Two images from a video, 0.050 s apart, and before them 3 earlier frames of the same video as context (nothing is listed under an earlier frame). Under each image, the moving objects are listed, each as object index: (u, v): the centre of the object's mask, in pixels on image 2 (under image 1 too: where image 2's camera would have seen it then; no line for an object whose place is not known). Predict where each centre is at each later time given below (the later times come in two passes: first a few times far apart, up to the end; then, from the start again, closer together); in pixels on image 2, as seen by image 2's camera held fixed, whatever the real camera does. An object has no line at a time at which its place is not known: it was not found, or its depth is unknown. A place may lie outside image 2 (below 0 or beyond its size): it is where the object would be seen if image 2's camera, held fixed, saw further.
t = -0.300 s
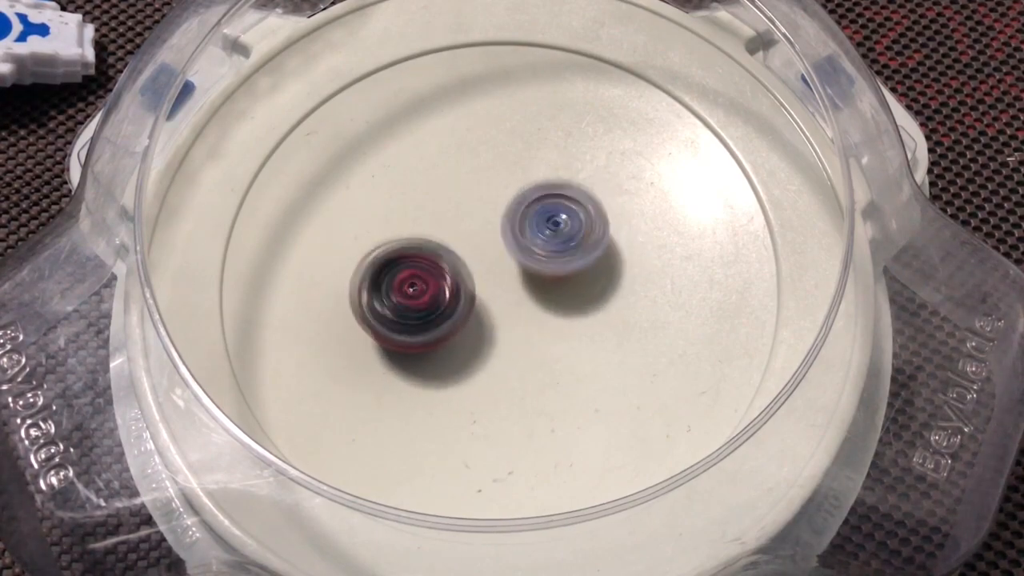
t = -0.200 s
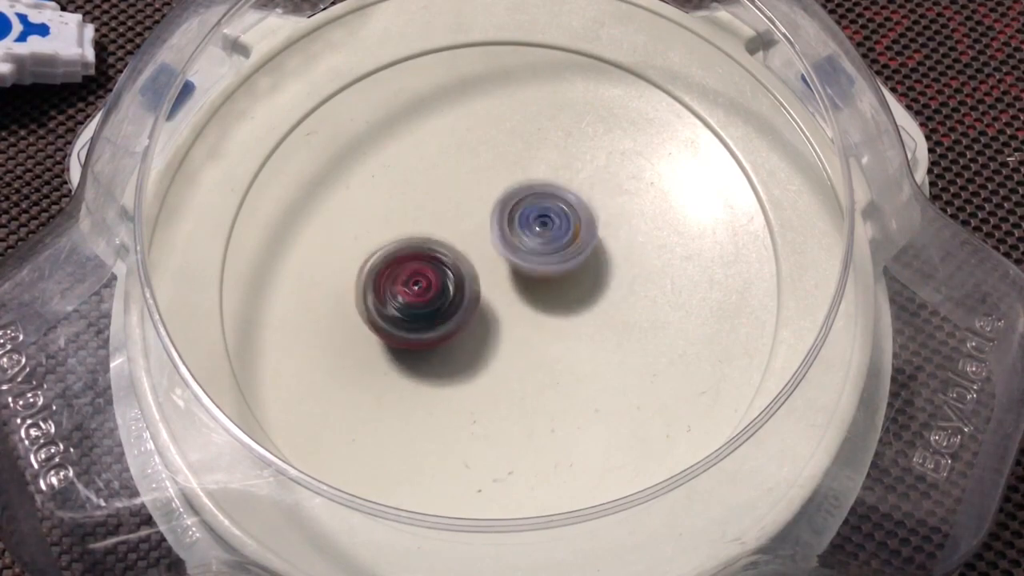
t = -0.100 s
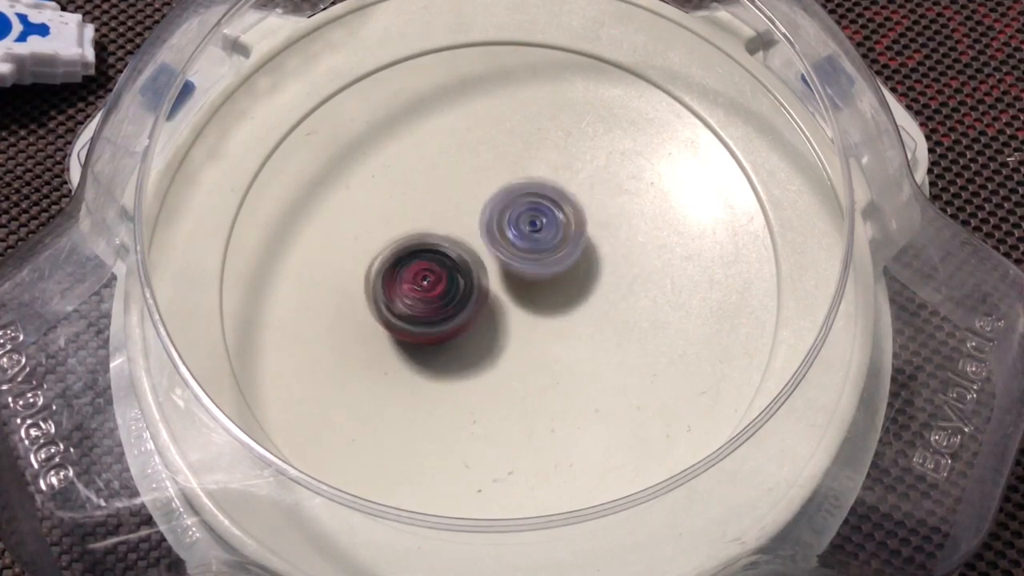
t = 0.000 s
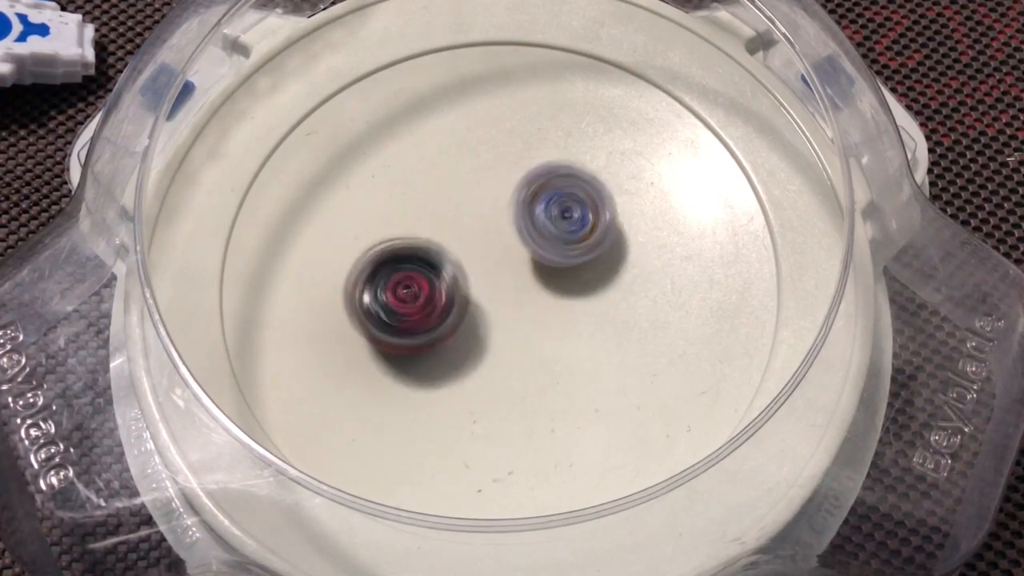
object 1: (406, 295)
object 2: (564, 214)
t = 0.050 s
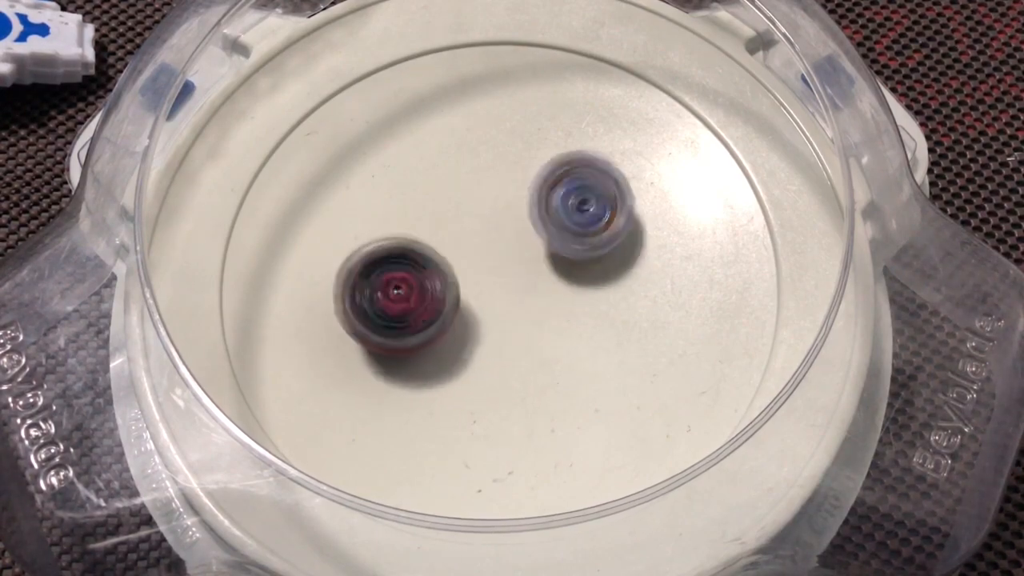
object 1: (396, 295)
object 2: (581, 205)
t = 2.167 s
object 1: (413, 274)
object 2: (578, 250)
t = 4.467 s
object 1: (468, 292)
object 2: (545, 209)
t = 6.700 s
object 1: (481, 305)
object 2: (504, 189)
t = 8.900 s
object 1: (548, 286)
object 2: (447, 208)
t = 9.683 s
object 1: (536, 300)
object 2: (443, 212)
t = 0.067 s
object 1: (394, 295)
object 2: (586, 203)
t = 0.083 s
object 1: (392, 294)
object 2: (588, 201)
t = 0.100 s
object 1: (391, 295)
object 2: (590, 197)
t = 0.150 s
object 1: (390, 294)
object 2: (595, 191)
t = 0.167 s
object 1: (389, 293)
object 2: (597, 191)
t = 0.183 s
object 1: (389, 293)
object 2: (598, 191)
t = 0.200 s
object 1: (390, 293)
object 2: (598, 190)
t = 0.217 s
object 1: (389, 293)
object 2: (598, 192)
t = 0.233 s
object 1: (390, 293)
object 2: (597, 194)
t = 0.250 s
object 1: (392, 293)
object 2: (596, 194)
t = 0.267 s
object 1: (393, 292)
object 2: (594, 196)
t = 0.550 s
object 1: (427, 273)
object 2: (552, 238)
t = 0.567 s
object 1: (431, 270)
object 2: (548, 241)
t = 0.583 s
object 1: (430, 268)
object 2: (549, 244)
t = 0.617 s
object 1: (431, 267)
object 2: (551, 247)
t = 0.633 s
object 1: (433, 265)
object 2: (551, 249)
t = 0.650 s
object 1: (430, 265)
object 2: (553, 252)
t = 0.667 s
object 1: (428, 264)
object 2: (557, 254)
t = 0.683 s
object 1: (426, 264)
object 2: (559, 253)
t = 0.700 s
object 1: (426, 263)
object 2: (559, 256)
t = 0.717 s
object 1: (426, 261)
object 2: (559, 257)
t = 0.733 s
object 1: (426, 259)
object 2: (559, 257)
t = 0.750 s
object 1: (426, 257)
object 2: (557, 258)
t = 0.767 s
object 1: (425, 255)
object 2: (556, 259)
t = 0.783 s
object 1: (425, 255)
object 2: (554, 259)
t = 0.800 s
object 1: (426, 254)
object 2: (551, 260)
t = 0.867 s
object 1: (427, 251)
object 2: (548, 259)
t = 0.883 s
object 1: (427, 251)
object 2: (548, 257)
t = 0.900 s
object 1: (428, 250)
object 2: (547, 258)
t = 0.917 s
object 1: (428, 249)
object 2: (548, 259)
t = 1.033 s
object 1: (430, 246)
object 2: (549, 260)
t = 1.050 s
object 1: (428, 245)
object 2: (550, 261)
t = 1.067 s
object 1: (426, 245)
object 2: (551, 262)
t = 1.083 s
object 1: (426, 246)
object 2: (552, 261)
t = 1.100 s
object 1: (428, 245)
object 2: (551, 262)
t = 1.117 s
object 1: (428, 244)
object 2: (551, 263)
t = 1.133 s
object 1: (429, 244)
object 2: (551, 262)
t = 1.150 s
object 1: (430, 243)
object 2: (549, 263)
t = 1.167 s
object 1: (430, 243)
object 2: (548, 263)
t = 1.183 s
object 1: (430, 244)
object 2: (548, 262)
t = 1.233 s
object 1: (429, 245)
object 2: (550, 262)
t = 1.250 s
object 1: (430, 245)
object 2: (549, 262)
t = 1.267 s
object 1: (430, 245)
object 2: (548, 263)
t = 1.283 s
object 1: (427, 244)
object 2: (554, 263)
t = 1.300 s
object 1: (424, 244)
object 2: (556, 264)
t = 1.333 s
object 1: (420, 245)
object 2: (559, 265)
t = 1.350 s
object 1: (420, 244)
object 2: (559, 265)
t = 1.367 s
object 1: (420, 244)
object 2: (559, 267)
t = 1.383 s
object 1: (420, 245)
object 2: (559, 267)
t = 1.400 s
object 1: (421, 245)
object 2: (558, 266)
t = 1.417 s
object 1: (420, 246)
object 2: (557, 268)
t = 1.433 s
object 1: (421, 247)
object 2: (557, 267)
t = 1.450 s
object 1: (422, 248)
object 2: (555, 266)
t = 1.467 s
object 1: (422, 249)
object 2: (553, 268)
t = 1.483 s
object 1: (423, 250)
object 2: (553, 267)
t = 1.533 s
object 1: (427, 254)
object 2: (550, 266)
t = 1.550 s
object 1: (429, 254)
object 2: (547, 267)
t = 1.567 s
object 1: (428, 256)
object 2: (547, 269)
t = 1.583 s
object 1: (422, 257)
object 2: (555, 269)
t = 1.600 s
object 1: (415, 258)
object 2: (560, 270)
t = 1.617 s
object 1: (410, 260)
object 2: (565, 272)
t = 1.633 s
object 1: (409, 260)
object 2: (570, 271)
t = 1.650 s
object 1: (408, 260)
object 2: (570, 274)
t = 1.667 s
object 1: (407, 260)
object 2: (570, 276)
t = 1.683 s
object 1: (408, 261)
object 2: (569, 275)
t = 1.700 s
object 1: (407, 261)
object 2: (567, 276)
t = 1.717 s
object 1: (407, 262)
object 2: (566, 277)
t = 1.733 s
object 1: (408, 263)
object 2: (565, 275)
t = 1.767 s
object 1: (408, 265)
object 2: (562, 276)
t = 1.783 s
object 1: (409, 266)
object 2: (559, 273)
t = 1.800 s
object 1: (410, 266)
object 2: (557, 273)
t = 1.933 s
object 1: (425, 272)
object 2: (546, 266)
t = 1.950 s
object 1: (428, 272)
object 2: (546, 265)
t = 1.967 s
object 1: (424, 274)
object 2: (552, 264)
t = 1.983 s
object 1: (419, 275)
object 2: (558, 263)
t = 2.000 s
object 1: (413, 276)
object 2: (566, 261)
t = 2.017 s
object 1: (410, 277)
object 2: (571, 259)
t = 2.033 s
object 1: (409, 277)
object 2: (573, 259)
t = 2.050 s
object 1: (408, 277)
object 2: (575, 257)
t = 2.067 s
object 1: (408, 276)
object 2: (576, 254)
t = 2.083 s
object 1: (409, 275)
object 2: (577, 254)
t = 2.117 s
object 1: (409, 274)
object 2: (578, 249)
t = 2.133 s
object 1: (411, 274)
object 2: (580, 251)
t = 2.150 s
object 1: (412, 274)
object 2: (579, 251)
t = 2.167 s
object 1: (413, 274)
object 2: (578, 250)
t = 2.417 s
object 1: (448, 271)
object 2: (573, 242)
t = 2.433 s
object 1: (450, 271)
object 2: (572, 240)
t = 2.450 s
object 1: (454, 270)
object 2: (572, 243)
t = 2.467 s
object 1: (456, 269)
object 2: (572, 240)
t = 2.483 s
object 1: (455, 269)
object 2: (574, 239)
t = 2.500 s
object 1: (455, 269)
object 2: (578, 240)
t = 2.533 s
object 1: (456, 268)
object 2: (579, 238)
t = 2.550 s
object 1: (458, 267)
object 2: (581, 239)
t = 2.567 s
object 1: (458, 265)
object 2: (579, 239)
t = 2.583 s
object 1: (459, 265)
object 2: (579, 240)
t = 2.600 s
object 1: (461, 264)
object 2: (579, 239)
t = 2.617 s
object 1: (461, 264)
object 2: (579, 240)
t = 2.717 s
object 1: (458, 259)
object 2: (577, 244)
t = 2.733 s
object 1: (457, 258)
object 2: (576, 242)
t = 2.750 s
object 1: (457, 257)
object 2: (574, 243)
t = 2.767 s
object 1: (456, 257)
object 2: (576, 243)
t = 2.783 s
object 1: (451, 256)
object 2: (578, 243)
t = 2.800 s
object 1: (449, 256)
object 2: (581, 245)
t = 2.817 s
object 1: (446, 255)
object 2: (581, 245)
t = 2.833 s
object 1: (445, 256)
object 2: (578, 249)
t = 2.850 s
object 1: (444, 255)
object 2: (576, 248)
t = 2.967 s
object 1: (440, 254)
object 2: (569, 243)
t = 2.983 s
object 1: (439, 255)
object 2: (571, 241)
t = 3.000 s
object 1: (439, 255)
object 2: (568, 243)
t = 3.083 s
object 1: (440, 255)
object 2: (564, 240)
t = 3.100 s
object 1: (440, 256)
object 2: (566, 241)
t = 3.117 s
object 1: (441, 257)
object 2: (564, 240)
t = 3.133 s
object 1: (442, 257)
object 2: (562, 240)
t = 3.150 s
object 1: (442, 257)
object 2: (564, 239)
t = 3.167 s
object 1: (443, 257)
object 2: (561, 239)
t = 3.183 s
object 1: (444, 258)
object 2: (561, 239)
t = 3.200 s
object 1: (445, 258)
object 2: (561, 238)
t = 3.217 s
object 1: (445, 258)
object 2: (561, 239)
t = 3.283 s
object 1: (437, 262)
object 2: (571, 234)
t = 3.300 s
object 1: (437, 264)
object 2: (571, 236)
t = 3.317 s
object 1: (439, 263)
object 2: (573, 236)
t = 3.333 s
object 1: (438, 263)
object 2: (569, 237)
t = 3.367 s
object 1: (439, 264)
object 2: (567, 234)
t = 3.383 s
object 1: (439, 264)
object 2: (566, 236)
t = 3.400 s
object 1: (439, 265)
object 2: (564, 233)
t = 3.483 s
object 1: (447, 267)
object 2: (564, 230)
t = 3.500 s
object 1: (448, 267)
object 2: (562, 231)
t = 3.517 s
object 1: (449, 268)
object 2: (561, 230)
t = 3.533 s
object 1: (451, 268)
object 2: (561, 228)
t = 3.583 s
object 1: (451, 270)
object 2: (565, 229)
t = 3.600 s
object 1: (453, 270)
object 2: (567, 230)
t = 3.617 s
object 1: (453, 270)
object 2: (564, 232)
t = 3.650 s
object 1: (450, 271)
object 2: (565, 231)
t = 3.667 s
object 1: (449, 272)
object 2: (564, 233)
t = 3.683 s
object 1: (448, 273)
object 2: (562, 232)
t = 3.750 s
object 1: (449, 274)
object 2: (559, 229)
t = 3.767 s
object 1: (450, 274)
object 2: (560, 228)
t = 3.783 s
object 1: (450, 274)
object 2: (558, 228)
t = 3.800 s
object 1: (451, 275)
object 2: (560, 228)
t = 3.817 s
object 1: (452, 275)
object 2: (558, 227)
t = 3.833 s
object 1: (450, 277)
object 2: (562, 228)
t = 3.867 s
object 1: (446, 282)
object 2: (568, 226)
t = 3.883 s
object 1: (446, 283)
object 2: (570, 227)
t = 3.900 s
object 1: (446, 283)
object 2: (567, 230)
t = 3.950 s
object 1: (444, 285)
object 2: (563, 230)
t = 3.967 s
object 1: (444, 286)
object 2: (561, 227)
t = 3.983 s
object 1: (445, 287)
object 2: (559, 226)
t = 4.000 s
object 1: (446, 287)
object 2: (561, 225)
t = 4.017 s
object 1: (447, 288)
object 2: (558, 226)
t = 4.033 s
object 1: (448, 289)
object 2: (559, 225)
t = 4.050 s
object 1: (449, 289)
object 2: (557, 224)
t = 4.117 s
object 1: (454, 290)
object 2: (557, 223)
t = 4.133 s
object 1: (456, 290)
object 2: (553, 224)
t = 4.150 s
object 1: (457, 290)
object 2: (554, 223)
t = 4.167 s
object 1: (459, 290)
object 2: (552, 222)
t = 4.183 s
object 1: (461, 289)
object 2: (554, 223)
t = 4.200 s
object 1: (460, 291)
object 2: (553, 219)
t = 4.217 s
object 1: (460, 293)
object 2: (557, 219)
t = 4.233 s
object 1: (459, 295)
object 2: (557, 216)
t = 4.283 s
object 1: (459, 296)
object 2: (557, 212)
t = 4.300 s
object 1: (459, 297)
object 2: (558, 212)
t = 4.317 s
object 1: (460, 297)
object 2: (555, 210)
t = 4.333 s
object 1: (461, 296)
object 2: (556, 210)
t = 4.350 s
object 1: (461, 296)
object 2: (555, 209)
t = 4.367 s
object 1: (462, 296)
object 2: (553, 211)
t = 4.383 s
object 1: (463, 296)
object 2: (552, 209)
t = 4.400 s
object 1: (465, 295)
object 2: (550, 210)
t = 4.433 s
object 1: (465, 295)
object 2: (547, 210)
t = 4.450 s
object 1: (467, 294)
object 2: (547, 209)
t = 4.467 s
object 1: (468, 292)
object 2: (545, 209)
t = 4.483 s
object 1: (468, 293)
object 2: (545, 209)
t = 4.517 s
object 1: (470, 293)
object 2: (546, 206)
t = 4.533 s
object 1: (470, 292)
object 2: (548, 207)
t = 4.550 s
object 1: (470, 292)
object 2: (547, 208)
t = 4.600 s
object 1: (467, 297)
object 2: (551, 205)
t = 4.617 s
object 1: (467, 297)
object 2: (550, 204)
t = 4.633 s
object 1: (467, 297)
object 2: (550, 204)
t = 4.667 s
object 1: (467, 298)
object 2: (548, 206)
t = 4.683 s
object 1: (467, 298)
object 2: (547, 205)
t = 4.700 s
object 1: (467, 298)
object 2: (545, 204)
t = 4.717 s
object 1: (468, 299)
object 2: (545, 205)
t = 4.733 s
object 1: (469, 299)
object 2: (543, 203)
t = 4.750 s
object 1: (469, 299)
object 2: (543, 204)
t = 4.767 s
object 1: (469, 298)
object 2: (543, 202)
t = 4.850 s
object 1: (473, 295)
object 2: (538, 203)
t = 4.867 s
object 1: (474, 294)
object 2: (539, 204)
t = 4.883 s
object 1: (474, 294)
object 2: (537, 204)
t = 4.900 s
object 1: (474, 294)
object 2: (537, 205)
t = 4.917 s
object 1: (475, 295)
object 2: (536, 202)
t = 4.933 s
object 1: (475, 296)
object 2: (536, 204)
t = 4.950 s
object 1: (476, 297)
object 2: (536, 203)
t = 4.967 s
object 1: (476, 296)
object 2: (533, 204)
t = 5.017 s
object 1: (474, 300)
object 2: (536, 201)
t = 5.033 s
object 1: (474, 301)
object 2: (533, 200)
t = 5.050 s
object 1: (474, 302)
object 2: (536, 201)
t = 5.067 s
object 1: (474, 301)
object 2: (534, 201)
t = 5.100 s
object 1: (473, 301)
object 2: (533, 203)
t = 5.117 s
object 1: (474, 302)
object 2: (533, 206)
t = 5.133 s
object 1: (474, 301)
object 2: (532, 205)
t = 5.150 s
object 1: (474, 301)
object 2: (530, 207)
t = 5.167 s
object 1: (474, 303)
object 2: (531, 205)
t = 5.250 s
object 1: (474, 307)
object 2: (531, 205)
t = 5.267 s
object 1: (472, 308)
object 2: (531, 206)
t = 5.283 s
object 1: (472, 309)
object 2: (528, 206)
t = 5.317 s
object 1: (473, 309)
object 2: (525, 207)
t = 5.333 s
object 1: (473, 310)
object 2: (523, 209)
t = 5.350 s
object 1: (475, 309)
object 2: (522, 208)
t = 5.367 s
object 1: (475, 309)
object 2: (520, 208)
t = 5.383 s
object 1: (474, 309)
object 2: (520, 208)
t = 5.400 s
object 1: (475, 309)
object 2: (518, 206)
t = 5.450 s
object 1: (477, 309)
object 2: (522, 205)
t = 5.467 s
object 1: (478, 309)
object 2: (520, 204)
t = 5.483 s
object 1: (477, 307)
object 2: (522, 205)
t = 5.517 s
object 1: (477, 306)
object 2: (521, 206)
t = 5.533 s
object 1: (478, 307)
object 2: (519, 203)
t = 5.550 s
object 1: (479, 306)
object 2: (522, 205)
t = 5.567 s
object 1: (480, 306)
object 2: (521, 203)
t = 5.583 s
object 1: (481, 304)
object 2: (523, 205)
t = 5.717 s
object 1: (479, 307)
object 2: (529, 203)
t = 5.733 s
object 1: (478, 307)
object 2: (531, 201)
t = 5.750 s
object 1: (478, 307)
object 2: (529, 203)
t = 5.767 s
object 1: (478, 307)
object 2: (530, 202)
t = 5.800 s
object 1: (477, 305)
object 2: (526, 201)
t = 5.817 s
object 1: (476, 306)
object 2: (525, 200)
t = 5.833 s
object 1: (476, 305)
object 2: (527, 200)
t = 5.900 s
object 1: (477, 302)
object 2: (524, 201)
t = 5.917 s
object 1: (477, 301)
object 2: (520, 202)
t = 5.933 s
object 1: (477, 302)
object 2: (520, 200)
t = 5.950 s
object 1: (478, 304)
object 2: (520, 197)
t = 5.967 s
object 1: (478, 305)
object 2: (522, 197)
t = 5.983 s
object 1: (478, 306)
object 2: (520, 196)
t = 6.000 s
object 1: (478, 306)
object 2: (521, 197)
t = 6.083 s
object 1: (477, 305)
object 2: (514, 199)
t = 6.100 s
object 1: (478, 304)
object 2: (513, 200)
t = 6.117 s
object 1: (478, 304)
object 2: (510, 197)
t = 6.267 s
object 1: (479, 298)
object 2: (510, 196)
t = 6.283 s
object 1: (479, 297)
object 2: (509, 195)
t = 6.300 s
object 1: (479, 297)
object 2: (510, 197)
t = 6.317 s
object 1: (479, 298)
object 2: (509, 194)
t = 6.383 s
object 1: (478, 298)
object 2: (506, 193)
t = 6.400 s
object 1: (477, 297)
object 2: (507, 195)
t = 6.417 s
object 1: (476, 298)
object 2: (506, 193)
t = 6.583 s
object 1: (476, 300)
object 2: (500, 192)
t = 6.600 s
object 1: (477, 299)
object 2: (500, 194)
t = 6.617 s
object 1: (477, 299)
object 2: (499, 193)
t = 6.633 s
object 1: (477, 302)
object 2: (499, 191)
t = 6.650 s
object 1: (477, 305)
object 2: (499, 187)
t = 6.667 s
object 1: (479, 307)
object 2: (501, 187)
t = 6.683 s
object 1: (480, 306)
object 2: (502, 186)
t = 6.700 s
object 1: (481, 305)
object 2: (504, 189)
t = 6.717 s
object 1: (481, 305)
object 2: (501, 191)
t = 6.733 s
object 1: (480, 304)
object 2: (500, 193)
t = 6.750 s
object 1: (479, 306)
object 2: (498, 194)
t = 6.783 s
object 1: (481, 306)
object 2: (494, 194)
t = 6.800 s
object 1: (482, 307)
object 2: (493, 196)
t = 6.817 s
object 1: (483, 307)
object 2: (493, 195)
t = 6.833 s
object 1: (485, 305)
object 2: (492, 197)
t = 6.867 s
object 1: (486, 304)
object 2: (492, 198)
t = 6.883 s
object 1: (487, 303)
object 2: (492, 197)
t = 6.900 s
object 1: (488, 304)
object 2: (492, 199)
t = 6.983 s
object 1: (495, 306)
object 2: (491, 197)
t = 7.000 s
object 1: (494, 305)
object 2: (492, 198)
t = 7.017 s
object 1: (492, 305)
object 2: (488, 198)
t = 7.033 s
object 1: (492, 304)
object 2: (490, 197)
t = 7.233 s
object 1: (504, 309)
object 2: (488, 183)
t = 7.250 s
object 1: (504, 310)
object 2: (488, 184)
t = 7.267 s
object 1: (506, 310)
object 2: (485, 183)
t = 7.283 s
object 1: (507, 311)
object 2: (486, 184)
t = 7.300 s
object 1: (508, 311)
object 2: (485, 183)
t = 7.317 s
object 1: (510, 309)
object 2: (486, 185)
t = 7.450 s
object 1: (511, 301)
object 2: (479, 195)
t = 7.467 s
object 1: (511, 299)
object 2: (477, 196)
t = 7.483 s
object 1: (510, 299)
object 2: (478, 195)
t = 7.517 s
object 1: (514, 301)
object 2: (477, 187)
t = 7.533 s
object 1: (515, 301)
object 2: (476, 187)
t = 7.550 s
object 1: (515, 300)
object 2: (477, 184)
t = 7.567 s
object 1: (515, 299)
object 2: (479, 185)
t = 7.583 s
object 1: (513, 298)
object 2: (480, 184)
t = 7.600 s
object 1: (510, 297)
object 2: (483, 187)
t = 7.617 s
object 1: (509, 298)
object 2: (481, 189)
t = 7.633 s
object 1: (509, 299)
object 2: (482, 190)
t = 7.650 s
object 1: (509, 299)
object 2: (479, 191)
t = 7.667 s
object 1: (510, 299)
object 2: (480, 192)
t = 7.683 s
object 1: (510, 297)
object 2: (476, 195)
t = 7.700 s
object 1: (509, 295)
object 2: (475, 193)
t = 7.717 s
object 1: (508, 294)
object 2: (473, 195)
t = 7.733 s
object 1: (506, 293)
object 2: (473, 192)
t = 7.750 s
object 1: (504, 295)
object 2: (472, 193)
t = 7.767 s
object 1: (504, 296)
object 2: (470, 191)
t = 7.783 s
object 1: (505, 296)
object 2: (474, 190)
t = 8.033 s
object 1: (506, 303)
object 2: (466, 192)
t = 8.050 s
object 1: (507, 304)
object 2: (465, 194)
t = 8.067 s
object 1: (508, 304)
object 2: (463, 195)
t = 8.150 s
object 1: (506, 301)
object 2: (454, 196)
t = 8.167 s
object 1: (506, 301)
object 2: (452, 197)
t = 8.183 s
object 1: (506, 301)
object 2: (454, 196)
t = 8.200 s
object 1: (506, 300)
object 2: (453, 200)
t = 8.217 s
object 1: (506, 299)
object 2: (454, 199)
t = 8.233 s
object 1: (506, 298)
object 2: (455, 203)
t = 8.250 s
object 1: (506, 297)
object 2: (452, 203)
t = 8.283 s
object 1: (506, 297)
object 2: (450, 204)
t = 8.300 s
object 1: (506, 296)
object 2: (453, 203)
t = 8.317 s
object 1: (508, 298)
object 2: (450, 205)
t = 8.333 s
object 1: (510, 299)
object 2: (450, 204)
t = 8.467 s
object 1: (511, 299)
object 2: (441, 207)
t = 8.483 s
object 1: (513, 297)
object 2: (441, 205)
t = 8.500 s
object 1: (513, 297)
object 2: (444, 208)
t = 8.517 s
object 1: (514, 296)
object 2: (442, 209)
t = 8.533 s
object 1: (514, 294)
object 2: (445, 210)
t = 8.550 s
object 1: (516, 296)
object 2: (442, 211)
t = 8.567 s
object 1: (521, 299)
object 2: (440, 207)
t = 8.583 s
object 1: (525, 301)
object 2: (436, 206)
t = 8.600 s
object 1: (527, 302)
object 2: (434, 201)
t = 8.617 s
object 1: (530, 303)
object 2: (438, 201)
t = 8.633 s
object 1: (532, 302)
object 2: (438, 201)
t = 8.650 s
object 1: (532, 301)
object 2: (443, 204)
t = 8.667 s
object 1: (532, 301)
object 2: (443, 207)
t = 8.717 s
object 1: (533, 301)
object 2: (446, 209)
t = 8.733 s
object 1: (533, 300)
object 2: (448, 212)
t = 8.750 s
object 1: (534, 298)
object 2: (448, 212)
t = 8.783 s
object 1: (536, 294)
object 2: (450, 212)
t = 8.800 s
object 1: (536, 292)
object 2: (453, 214)
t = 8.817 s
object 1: (536, 290)
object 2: (453, 216)
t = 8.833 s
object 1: (539, 290)
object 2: (453, 214)
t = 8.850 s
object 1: (543, 291)
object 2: (451, 211)
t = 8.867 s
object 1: (546, 290)
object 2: (450, 207)
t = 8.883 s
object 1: (548, 288)
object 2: (451, 207)
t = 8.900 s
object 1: (548, 286)
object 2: (447, 208)
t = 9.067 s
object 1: (539, 275)
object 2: (450, 206)
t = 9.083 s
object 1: (538, 274)
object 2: (452, 207)
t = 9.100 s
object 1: (537, 274)
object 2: (449, 205)
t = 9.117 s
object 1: (537, 275)
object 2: (451, 203)
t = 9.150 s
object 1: (540, 276)
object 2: (449, 198)
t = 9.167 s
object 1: (539, 277)
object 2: (453, 198)
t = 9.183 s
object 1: (538, 277)
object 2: (451, 196)
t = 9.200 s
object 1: (536, 277)
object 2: (453, 196)
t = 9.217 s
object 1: (535, 278)
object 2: (451, 198)
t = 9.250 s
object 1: (532, 279)
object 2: (449, 195)
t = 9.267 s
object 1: (531, 281)
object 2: (447, 195)
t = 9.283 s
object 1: (532, 283)
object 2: (450, 197)
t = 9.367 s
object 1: (532, 285)
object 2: (447, 204)
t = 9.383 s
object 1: (531, 285)
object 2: (447, 204)
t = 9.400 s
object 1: (529, 285)
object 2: (449, 204)
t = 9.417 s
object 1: (528, 286)
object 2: (449, 206)
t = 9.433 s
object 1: (527, 287)
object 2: (450, 207)
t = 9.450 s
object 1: (527, 289)
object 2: (450, 211)
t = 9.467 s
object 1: (529, 291)
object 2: (448, 210)
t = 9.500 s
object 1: (534, 296)
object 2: (447, 207)
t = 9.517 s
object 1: (535, 295)
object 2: (448, 205)
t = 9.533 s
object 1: (535, 295)
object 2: (450, 206)
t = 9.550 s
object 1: (534, 295)
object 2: (447, 207)
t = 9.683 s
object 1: (536, 300)
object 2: (443, 212)
